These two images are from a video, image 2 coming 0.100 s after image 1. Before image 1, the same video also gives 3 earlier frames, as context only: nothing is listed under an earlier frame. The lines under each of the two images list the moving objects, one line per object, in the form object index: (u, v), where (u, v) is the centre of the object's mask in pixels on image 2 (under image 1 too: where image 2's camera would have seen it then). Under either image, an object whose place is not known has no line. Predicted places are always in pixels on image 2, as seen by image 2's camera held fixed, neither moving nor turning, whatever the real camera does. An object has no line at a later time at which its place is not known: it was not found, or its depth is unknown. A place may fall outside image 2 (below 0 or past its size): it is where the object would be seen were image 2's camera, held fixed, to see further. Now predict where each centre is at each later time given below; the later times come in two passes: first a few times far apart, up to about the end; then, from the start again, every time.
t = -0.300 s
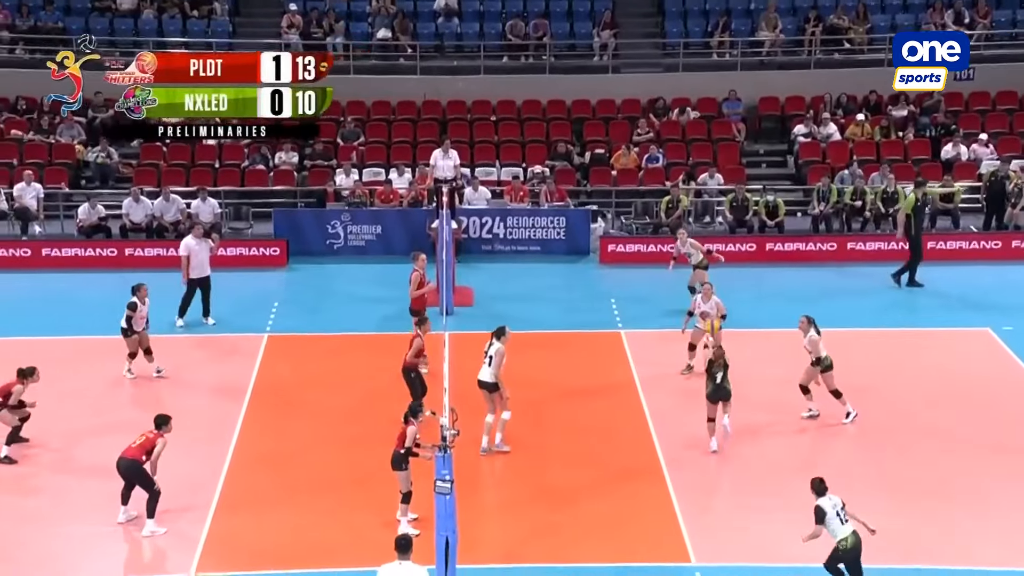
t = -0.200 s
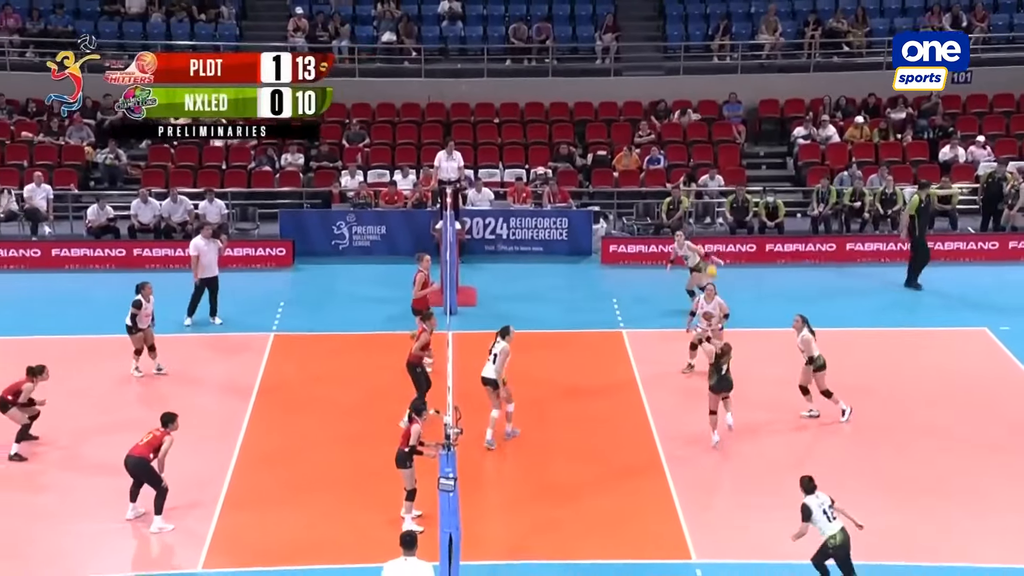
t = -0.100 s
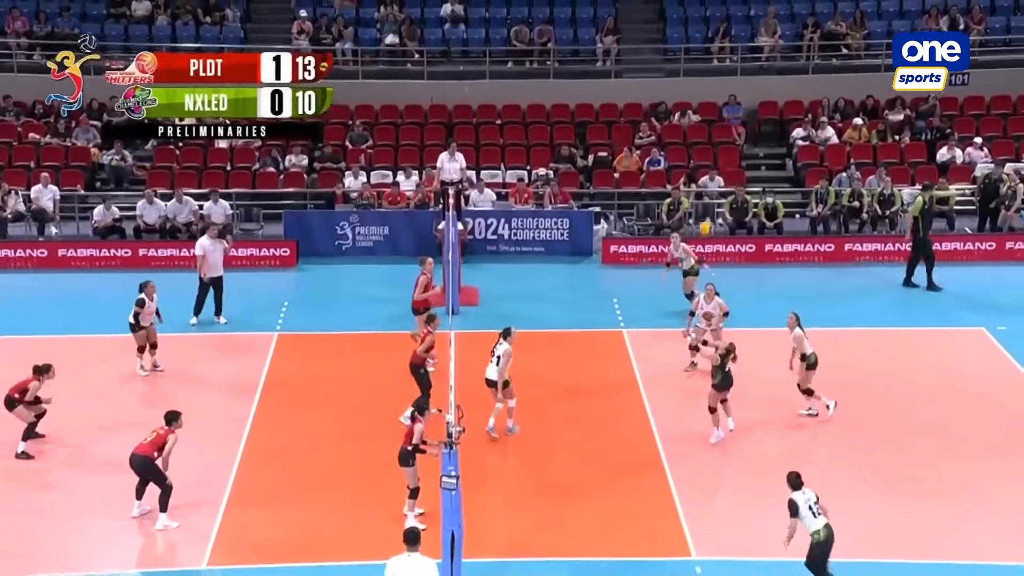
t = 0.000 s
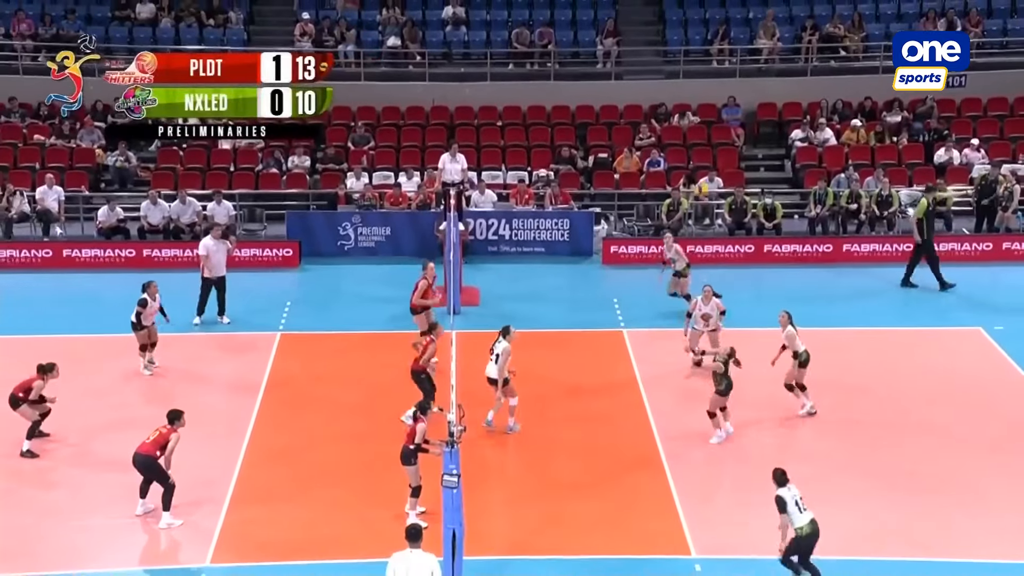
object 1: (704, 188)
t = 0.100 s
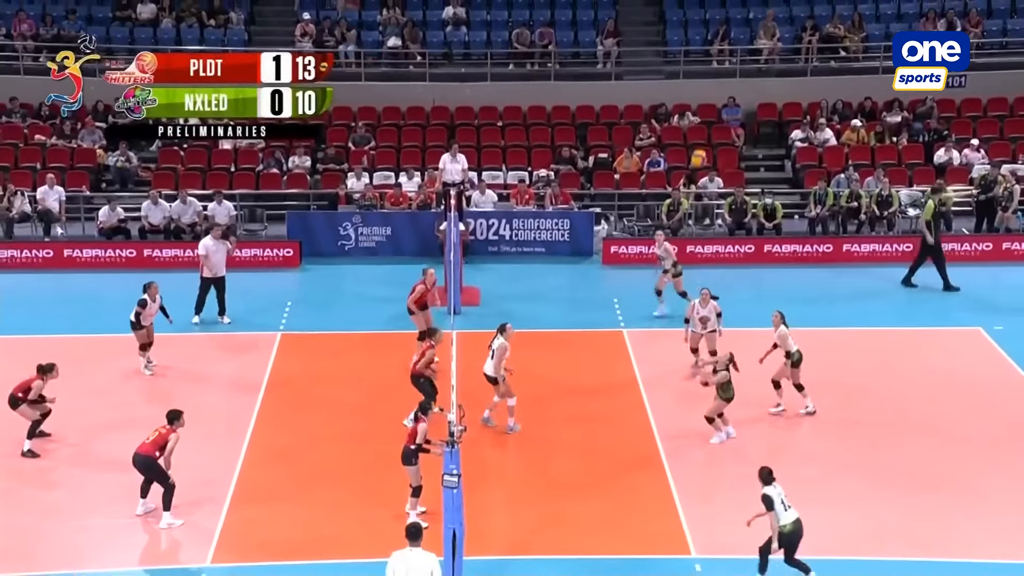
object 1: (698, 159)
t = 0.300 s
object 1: (692, 115)
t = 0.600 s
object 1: (679, 105)
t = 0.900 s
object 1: (663, 161)
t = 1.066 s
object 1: (654, 224)
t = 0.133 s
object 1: (698, 149)
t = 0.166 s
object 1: (697, 141)
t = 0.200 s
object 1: (695, 133)
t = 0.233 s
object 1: (694, 126)
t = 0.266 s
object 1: (693, 120)
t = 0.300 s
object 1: (692, 115)
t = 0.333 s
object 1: (690, 111)
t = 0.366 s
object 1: (689, 107)
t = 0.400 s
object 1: (688, 105)
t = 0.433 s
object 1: (686, 103)
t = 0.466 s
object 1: (685, 101)
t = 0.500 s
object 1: (683, 101)
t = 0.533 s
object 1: (682, 101)
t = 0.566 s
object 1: (680, 103)
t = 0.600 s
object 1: (679, 105)
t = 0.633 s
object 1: (678, 107)
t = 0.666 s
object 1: (675, 111)
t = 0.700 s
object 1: (673, 115)
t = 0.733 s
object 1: (672, 122)
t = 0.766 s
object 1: (670, 128)
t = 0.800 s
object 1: (668, 136)
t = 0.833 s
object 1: (667, 143)
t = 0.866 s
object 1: (666, 151)
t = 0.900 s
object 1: (663, 161)
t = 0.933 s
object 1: (661, 174)
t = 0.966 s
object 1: (660, 183)
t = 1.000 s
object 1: (657, 196)
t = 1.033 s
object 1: (656, 209)
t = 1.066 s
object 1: (654, 224)
